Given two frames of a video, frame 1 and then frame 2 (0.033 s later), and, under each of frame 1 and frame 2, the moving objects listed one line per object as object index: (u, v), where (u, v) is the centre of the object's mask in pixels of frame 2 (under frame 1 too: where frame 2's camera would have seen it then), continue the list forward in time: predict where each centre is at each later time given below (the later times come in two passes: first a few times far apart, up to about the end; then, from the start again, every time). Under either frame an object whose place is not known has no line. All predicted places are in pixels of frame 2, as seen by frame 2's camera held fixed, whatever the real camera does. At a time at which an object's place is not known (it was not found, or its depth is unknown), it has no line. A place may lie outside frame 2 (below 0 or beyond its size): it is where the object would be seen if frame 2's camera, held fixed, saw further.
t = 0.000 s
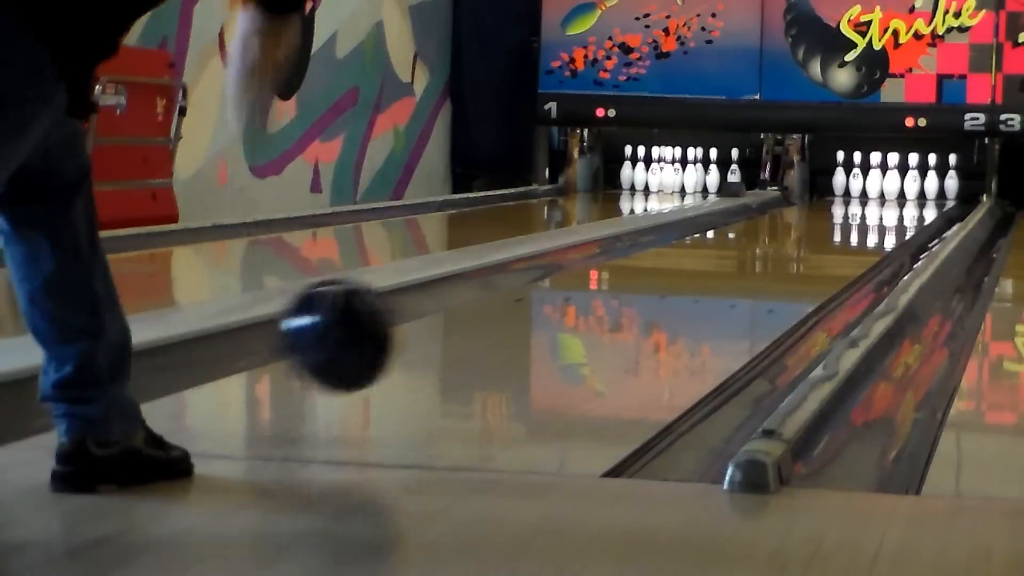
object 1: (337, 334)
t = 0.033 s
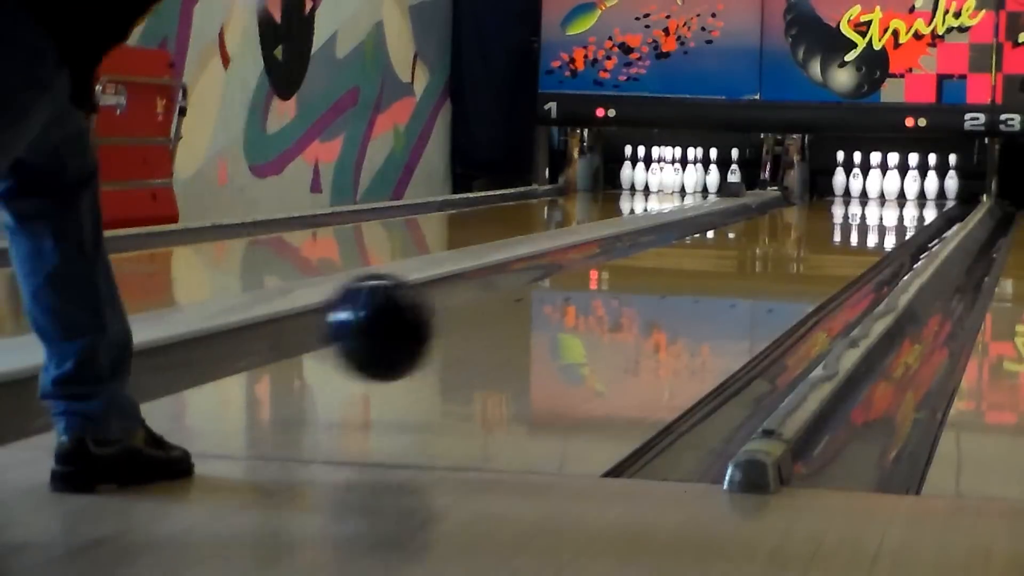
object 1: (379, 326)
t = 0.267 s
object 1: (579, 307)
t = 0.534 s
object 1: (709, 266)
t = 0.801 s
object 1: (790, 243)
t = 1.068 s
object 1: (843, 225)
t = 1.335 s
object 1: (878, 213)
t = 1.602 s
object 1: (901, 203)
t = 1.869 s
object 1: (910, 196)
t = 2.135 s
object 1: (905, 190)
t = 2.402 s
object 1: (897, 187)
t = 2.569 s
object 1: (896, 188)
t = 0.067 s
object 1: (417, 324)
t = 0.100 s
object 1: (450, 329)
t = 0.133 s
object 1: (480, 337)
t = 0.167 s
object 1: (508, 326)
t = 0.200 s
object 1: (533, 318)
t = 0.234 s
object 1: (556, 314)
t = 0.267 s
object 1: (579, 307)
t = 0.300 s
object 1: (600, 301)
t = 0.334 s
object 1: (618, 296)
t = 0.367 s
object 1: (636, 290)
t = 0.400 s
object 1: (652, 284)
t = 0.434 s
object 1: (668, 279)
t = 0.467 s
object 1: (683, 275)
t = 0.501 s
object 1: (696, 270)
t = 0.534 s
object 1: (709, 266)
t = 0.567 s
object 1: (721, 263)
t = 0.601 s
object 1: (733, 260)
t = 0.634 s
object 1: (743, 257)
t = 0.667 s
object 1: (753, 254)
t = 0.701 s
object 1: (763, 252)
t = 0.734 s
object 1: (772, 248)
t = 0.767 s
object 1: (781, 246)
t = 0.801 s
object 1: (790, 243)
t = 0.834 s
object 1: (797, 241)
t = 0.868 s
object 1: (804, 239)
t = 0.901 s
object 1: (811, 237)
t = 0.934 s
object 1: (818, 234)
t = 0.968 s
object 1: (825, 232)
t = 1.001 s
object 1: (831, 230)
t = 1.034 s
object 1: (837, 227)
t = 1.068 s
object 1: (843, 225)
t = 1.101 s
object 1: (847, 223)
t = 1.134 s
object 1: (852, 222)
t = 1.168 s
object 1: (858, 220)
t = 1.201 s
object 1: (862, 218)
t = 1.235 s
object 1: (866, 217)
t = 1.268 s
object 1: (870, 216)
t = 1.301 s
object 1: (874, 214)
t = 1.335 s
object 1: (878, 213)
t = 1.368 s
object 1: (882, 211)
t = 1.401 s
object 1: (885, 210)
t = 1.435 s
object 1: (888, 209)
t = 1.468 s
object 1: (891, 207)
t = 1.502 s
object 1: (894, 206)
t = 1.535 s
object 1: (896, 205)
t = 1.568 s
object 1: (899, 204)
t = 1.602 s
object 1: (901, 203)
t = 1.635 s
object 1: (903, 202)
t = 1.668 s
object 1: (905, 201)
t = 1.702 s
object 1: (907, 200)
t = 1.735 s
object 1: (908, 199)
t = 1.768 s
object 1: (909, 198)
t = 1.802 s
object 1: (909, 197)
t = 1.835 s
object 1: (910, 196)
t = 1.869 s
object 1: (910, 196)
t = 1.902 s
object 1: (910, 195)
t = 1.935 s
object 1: (910, 194)
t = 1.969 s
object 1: (910, 193)
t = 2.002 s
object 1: (909, 193)
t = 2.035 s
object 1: (909, 192)
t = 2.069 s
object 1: (908, 191)
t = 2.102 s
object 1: (907, 191)
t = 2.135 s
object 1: (905, 190)
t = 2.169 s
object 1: (903, 190)
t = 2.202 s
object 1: (901, 189)
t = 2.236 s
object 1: (900, 189)
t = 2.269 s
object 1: (898, 188)
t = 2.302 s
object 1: (898, 188)
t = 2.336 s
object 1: (898, 187)
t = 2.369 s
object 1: (897, 186)
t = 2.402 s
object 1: (897, 187)
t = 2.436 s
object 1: (897, 186)
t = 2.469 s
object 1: (897, 185)
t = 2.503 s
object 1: (895, 186)
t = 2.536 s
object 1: (896, 186)
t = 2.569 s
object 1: (896, 188)
